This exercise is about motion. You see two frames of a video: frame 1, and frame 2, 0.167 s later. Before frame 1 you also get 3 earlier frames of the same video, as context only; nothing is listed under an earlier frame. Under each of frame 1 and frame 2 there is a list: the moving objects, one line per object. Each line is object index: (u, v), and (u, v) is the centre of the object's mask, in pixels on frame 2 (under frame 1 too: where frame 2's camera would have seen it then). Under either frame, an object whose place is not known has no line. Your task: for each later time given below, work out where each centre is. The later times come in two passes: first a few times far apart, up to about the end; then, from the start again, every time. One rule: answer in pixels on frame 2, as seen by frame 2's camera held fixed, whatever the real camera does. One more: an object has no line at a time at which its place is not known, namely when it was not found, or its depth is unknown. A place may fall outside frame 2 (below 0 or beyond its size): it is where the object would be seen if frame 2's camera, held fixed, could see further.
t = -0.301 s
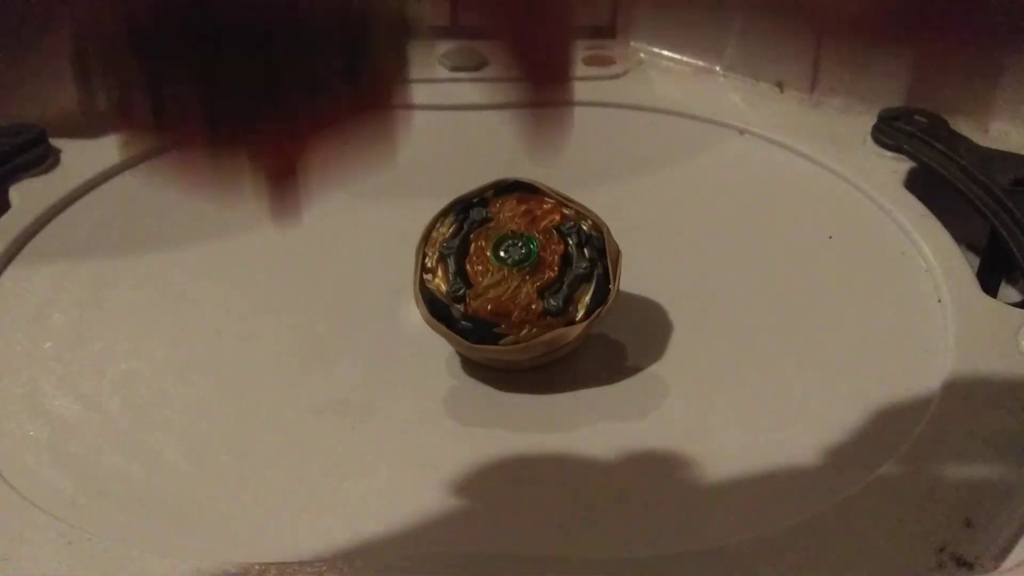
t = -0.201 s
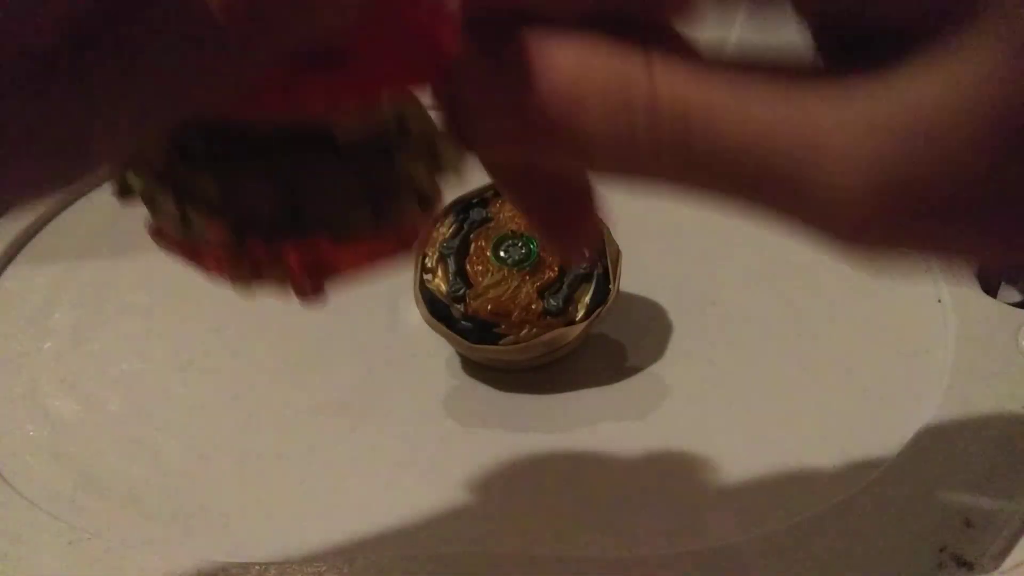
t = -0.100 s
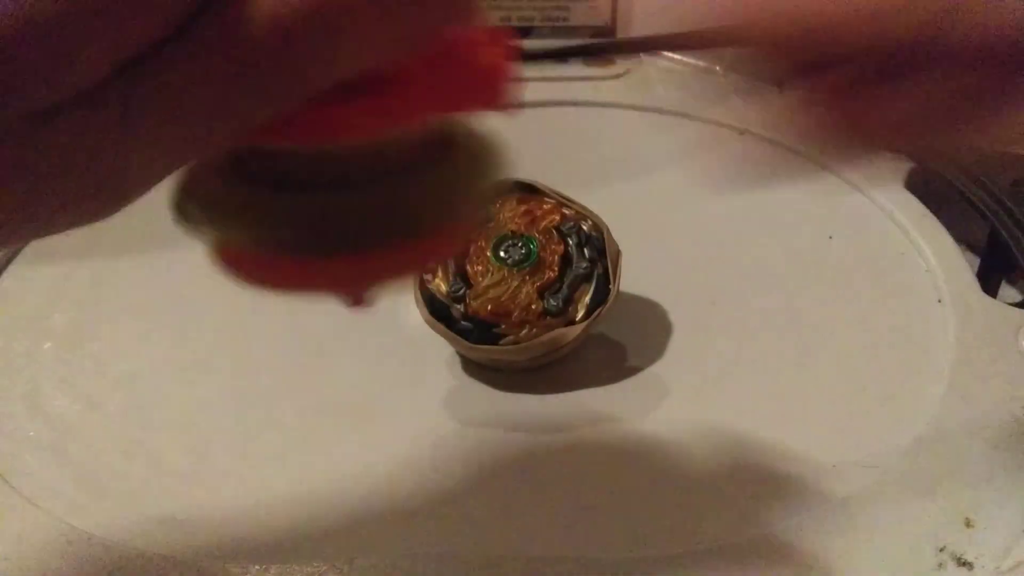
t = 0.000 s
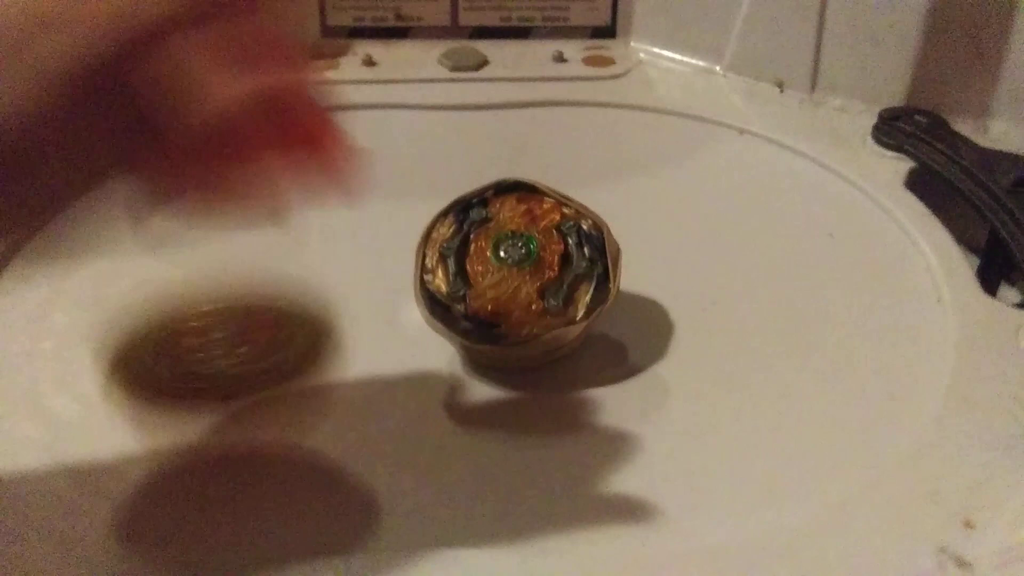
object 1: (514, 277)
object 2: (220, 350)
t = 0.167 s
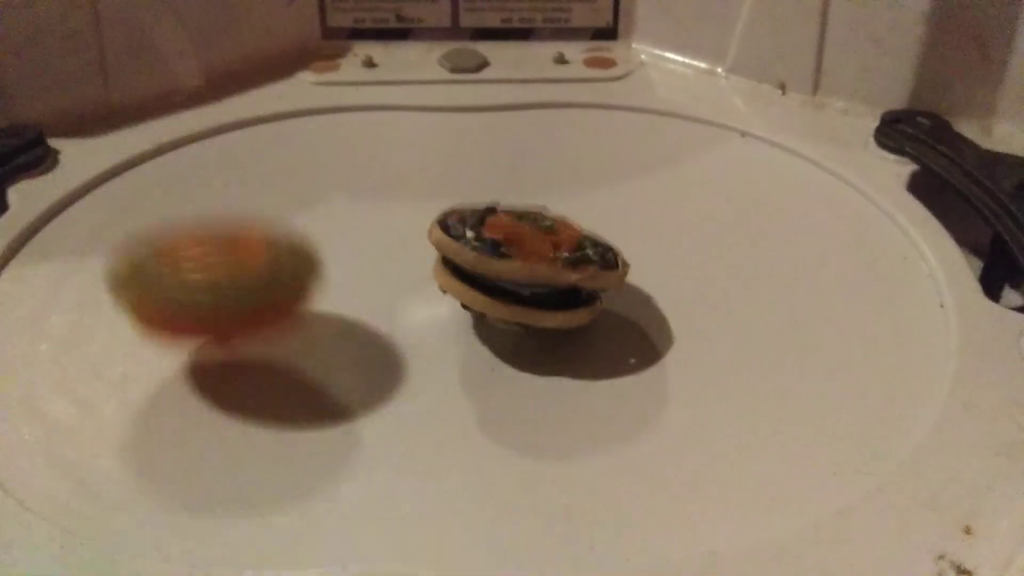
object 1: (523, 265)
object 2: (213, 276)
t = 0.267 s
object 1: (527, 268)
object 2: (197, 275)
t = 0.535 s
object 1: (527, 275)
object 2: (108, 352)
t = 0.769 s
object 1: (531, 271)
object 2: (336, 346)
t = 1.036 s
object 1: (662, 267)
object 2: (237, 222)
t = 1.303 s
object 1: (612, 257)
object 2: (103, 247)
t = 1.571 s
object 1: (528, 268)
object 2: (288, 292)
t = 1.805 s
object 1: (565, 281)
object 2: (325, 188)
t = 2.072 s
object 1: (530, 295)
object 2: (255, 154)
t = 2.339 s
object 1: (522, 292)
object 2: (318, 196)
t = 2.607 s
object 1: (500, 308)
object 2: (518, 167)
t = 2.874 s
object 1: (501, 302)
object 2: (581, 125)
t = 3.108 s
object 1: (503, 278)
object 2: (584, 141)
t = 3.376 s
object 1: (504, 282)
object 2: (659, 187)
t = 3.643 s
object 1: (512, 282)
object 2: (748, 203)
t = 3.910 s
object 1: (493, 289)
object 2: (744, 225)
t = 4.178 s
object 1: (513, 266)
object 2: (758, 311)
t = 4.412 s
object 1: (525, 261)
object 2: (838, 321)
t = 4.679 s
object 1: (522, 258)
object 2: (722, 312)
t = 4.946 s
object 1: (518, 247)
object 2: (561, 393)
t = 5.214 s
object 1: (516, 257)
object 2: (619, 425)
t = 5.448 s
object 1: (518, 238)
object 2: (555, 354)
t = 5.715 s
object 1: (557, 228)
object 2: (368, 378)
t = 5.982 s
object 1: (535, 239)
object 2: (272, 342)
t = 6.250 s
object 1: (526, 264)
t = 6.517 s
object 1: (501, 279)
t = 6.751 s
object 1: (523, 273)
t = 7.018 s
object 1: (527, 267)
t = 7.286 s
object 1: (522, 279)
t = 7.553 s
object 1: (478, 287)
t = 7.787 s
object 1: (519, 279)
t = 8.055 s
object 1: (520, 274)
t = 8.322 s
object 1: (509, 279)
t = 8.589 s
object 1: (510, 278)
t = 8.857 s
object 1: (512, 271)
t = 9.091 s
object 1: (566, 249)
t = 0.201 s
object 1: (525, 267)
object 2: (208, 263)
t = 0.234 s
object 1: (525, 269)
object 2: (207, 274)
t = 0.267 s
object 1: (527, 268)
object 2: (197, 275)
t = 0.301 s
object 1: (530, 272)
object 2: (185, 279)
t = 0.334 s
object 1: (532, 273)
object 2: (168, 283)
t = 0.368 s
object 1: (532, 274)
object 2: (148, 290)
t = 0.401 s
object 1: (530, 274)
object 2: (128, 300)
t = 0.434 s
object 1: (529, 275)
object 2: (114, 312)
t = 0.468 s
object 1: (527, 275)
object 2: (107, 325)
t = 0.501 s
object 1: (526, 275)
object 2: (105, 339)
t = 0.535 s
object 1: (527, 275)
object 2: (108, 352)
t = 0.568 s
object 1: (529, 275)
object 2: (117, 362)
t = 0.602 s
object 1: (529, 274)
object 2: (138, 370)
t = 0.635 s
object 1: (530, 274)
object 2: (169, 374)
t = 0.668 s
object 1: (530, 274)
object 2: (208, 374)
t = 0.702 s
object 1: (531, 273)
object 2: (250, 369)
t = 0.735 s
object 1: (532, 272)
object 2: (297, 359)
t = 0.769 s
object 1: (531, 271)
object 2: (336, 346)
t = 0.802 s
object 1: (534, 270)
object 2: (361, 329)
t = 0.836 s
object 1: (573, 263)
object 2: (343, 308)
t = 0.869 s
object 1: (600, 262)
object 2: (327, 290)
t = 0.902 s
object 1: (620, 261)
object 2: (311, 273)
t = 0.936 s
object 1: (639, 266)
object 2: (295, 257)
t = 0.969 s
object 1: (653, 267)
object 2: (277, 243)
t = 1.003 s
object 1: (660, 267)
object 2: (259, 232)
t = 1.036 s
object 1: (662, 267)
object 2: (237, 222)
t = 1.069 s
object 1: (659, 269)
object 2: (215, 216)
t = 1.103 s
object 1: (654, 269)
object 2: (193, 214)
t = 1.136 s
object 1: (647, 265)
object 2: (171, 213)
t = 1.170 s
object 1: (640, 258)
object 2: (151, 215)
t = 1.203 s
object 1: (633, 256)
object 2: (134, 221)
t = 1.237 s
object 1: (624, 257)
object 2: (119, 228)
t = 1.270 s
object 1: (617, 256)
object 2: (108, 238)
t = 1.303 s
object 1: (612, 257)
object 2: (103, 247)
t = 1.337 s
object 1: (607, 260)
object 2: (102, 257)
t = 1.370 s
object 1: (601, 263)
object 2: (107, 267)
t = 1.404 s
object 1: (591, 266)
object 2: (121, 277)
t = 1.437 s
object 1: (580, 266)
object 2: (142, 285)
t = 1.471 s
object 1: (567, 267)
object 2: (170, 290)
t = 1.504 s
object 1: (555, 268)
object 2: (205, 294)
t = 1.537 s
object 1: (541, 270)
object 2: (245, 294)
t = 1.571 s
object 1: (528, 268)
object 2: (288, 292)
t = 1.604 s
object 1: (523, 268)
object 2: (321, 281)
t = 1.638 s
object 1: (537, 273)
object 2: (327, 264)
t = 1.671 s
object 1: (552, 279)
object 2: (327, 246)
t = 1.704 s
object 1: (559, 283)
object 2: (328, 229)
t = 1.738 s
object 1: (563, 283)
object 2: (329, 213)
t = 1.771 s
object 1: (565, 282)
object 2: (328, 200)
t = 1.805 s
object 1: (565, 281)
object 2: (325, 188)
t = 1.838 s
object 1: (564, 281)
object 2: (320, 178)
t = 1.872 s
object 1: (561, 282)
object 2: (311, 168)
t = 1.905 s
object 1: (556, 283)
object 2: (300, 161)
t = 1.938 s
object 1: (550, 284)
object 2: (289, 155)
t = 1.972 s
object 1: (545, 286)
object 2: (279, 153)
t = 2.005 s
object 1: (543, 288)
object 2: (269, 152)
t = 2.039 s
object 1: (538, 290)
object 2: (261, 152)
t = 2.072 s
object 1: (530, 295)
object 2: (255, 154)
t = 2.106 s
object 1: (526, 296)
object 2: (250, 157)
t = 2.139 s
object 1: (526, 297)
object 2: (249, 162)
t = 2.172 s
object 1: (527, 297)
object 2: (251, 167)
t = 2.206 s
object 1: (527, 297)
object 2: (256, 173)
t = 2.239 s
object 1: (524, 296)
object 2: (266, 180)
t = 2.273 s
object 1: (524, 296)
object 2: (280, 186)
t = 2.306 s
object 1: (524, 294)
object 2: (298, 191)
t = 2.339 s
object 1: (522, 292)
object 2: (318, 196)
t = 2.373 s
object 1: (522, 291)
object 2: (340, 201)
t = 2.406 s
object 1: (523, 291)
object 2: (365, 203)
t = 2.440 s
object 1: (523, 290)
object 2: (386, 201)
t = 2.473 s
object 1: (525, 292)
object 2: (409, 197)
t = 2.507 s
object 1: (525, 295)
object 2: (434, 190)
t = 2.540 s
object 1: (515, 304)
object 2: (471, 179)
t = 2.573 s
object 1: (506, 306)
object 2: (497, 172)
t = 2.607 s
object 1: (500, 308)
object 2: (518, 167)
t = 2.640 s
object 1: (498, 310)
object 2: (535, 162)
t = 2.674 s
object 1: (496, 313)
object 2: (549, 154)
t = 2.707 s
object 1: (492, 313)
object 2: (561, 147)
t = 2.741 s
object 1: (492, 312)
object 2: (569, 141)
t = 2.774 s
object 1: (491, 310)
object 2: (575, 136)
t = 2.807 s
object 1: (495, 308)
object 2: (579, 131)
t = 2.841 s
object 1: (500, 304)
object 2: (581, 128)
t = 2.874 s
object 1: (501, 302)
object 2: (581, 125)
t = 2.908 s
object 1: (499, 300)
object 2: (581, 124)
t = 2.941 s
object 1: (496, 297)
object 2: (582, 124)
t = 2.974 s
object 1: (495, 290)
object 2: (581, 125)
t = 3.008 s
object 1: (496, 285)
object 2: (581, 128)
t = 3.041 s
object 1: (496, 282)
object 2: (581, 131)
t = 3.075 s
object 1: (499, 278)
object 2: (582, 136)
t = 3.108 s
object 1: (503, 278)
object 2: (584, 141)
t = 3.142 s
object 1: (510, 278)
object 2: (589, 146)
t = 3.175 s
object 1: (517, 279)
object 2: (594, 153)
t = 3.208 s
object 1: (516, 281)
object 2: (602, 161)
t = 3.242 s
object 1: (514, 283)
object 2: (610, 166)
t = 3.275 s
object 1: (512, 281)
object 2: (621, 171)
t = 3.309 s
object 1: (510, 281)
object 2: (634, 176)
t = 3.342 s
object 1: (508, 282)
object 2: (647, 181)
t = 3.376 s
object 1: (504, 282)
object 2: (659, 187)
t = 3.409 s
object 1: (503, 281)
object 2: (672, 190)
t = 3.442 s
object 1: (506, 280)
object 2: (685, 193)
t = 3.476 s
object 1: (508, 281)
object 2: (698, 195)
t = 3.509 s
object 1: (508, 282)
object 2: (711, 198)
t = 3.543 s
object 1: (510, 282)
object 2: (722, 199)
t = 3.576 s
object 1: (510, 282)
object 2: (732, 201)
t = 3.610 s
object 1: (511, 282)
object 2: (741, 202)
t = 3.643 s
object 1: (512, 282)
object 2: (748, 203)
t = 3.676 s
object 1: (512, 282)
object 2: (753, 204)
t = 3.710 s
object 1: (509, 283)
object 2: (757, 205)
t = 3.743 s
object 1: (505, 283)
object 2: (758, 207)
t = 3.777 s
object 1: (501, 284)
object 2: (758, 209)
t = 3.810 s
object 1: (500, 285)
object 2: (756, 212)
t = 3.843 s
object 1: (498, 285)
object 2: (753, 215)
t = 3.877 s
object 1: (496, 287)
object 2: (749, 220)
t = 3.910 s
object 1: (493, 289)
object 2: (744, 225)
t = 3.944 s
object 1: (493, 290)
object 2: (737, 231)
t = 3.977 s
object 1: (493, 289)
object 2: (730, 238)
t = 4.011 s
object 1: (495, 287)
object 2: (722, 246)
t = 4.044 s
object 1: (501, 286)
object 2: (714, 254)
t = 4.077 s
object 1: (507, 282)
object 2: (712, 268)
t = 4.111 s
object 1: (515, 276)
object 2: (717, 284)
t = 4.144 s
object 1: (514, 269)
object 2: (739, 301)
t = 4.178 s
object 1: (513, 266)
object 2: (758, 311)
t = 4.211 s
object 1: (518, 264)
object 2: (775, 319)
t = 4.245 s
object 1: (522, 262)
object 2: (791, 324)
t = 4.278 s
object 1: (523, 261)
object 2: (805, 326)
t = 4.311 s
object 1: (524, 262)
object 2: (816, 326)
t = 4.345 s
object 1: (524, 261)
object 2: (826, 325)
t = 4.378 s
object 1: (526, 260)
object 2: (833, 323)
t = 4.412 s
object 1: (525, 261)
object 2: (838, 321)
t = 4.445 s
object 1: (524, 260)
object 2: (837, 319)
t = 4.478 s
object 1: (523, 261)
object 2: (832, 316)
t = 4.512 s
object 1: (523, 261)
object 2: (825, 314)
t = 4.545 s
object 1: (522, 261)
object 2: (814, 312)
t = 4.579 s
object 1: (521, 260)
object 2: (797, 311)
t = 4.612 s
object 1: (521, 260)
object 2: (776, 310)
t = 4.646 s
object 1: (522, 259)
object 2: (751, 310)
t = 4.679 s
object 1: (522, 258)
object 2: (722, 312)
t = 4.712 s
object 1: (519, 255)
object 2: (692, 314)
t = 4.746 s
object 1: (513, 251)
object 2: (669, 319)
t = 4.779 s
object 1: (510, 245)
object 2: (649, 326)
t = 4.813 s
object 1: (510, 241)
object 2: (631, 337)
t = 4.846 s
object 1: (516, 237)
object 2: (603, 355)
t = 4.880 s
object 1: (520, 240)
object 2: (582, 369)
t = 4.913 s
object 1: (520, 244)
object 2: (568, 382)
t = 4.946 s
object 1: (518, 247)
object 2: (561, 393)
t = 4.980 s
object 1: (515, 248)
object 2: (560, 404)
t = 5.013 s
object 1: (514, 249)
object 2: (563, 413)
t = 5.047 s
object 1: (514, 251)
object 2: (570, 421)
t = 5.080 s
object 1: (514, 252)
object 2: (579, 427)
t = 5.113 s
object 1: (515, 253)
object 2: (590, 430)
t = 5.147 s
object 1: (515, 254)
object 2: (602, 431)
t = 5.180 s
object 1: (515, 255)
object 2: (612, 429)
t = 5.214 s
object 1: (516, 257)
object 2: (619, 425)
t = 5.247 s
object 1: (518, 258)
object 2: (623, 417)
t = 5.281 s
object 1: (519, 259)
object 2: (623, 409)
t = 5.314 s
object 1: (520, 257)
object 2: (618, 400)
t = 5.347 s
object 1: (521, 254)
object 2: (608, 389)
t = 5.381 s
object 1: (520, 250)
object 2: (597, 377)
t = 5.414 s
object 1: (517, 246)
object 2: (580, 364)
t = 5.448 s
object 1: (518, 238)
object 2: (555, 354)
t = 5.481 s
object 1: (526, 233)
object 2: (520, 361)
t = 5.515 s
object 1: (538, 233)
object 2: (478, 371)
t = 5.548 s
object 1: (546, 233)
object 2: (450, 378)
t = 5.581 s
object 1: (550, 228)
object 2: (428, 382)
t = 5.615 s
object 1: (552, 226)
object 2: (409, 384)
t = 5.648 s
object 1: (557, 225)
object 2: (394, 384)
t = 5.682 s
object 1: (558, 226)
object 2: (380, 382)
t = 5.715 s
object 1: (557, 228)
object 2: (368, 378)
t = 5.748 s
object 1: (555, 229)
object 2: (357, 375)
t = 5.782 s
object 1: (553, 231)
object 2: (345, 370)
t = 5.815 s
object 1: (551, 231)
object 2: (332, 365)
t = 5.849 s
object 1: (547, 233)
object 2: (319, 360)
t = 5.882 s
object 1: (544, 235)
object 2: (306, 355)
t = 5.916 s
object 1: (542, 236)
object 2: (294, 350)
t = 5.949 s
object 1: (539, 238)
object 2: (283, 346)
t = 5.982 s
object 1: (535, 239)
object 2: (272, 342)
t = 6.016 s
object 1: (532, 241)
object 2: (261, 337)
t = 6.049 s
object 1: (532, 243)
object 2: (251, 332)
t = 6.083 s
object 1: (531, 246)
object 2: (243, 327)
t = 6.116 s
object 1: (530, 249)
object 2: (234, 322)
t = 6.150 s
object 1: (529, 253)
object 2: (228, 316)
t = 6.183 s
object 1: (527, 256)
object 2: (224, 311)
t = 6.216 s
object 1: (526, 259)
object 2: (220, 306)
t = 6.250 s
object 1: (526, 264)
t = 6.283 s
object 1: (524, 269)
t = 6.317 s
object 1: (519, 273)
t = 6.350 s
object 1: (517, 276)
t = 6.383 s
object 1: (512, 277)
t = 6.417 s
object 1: (507, 278)
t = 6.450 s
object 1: (503, 279)
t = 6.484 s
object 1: (500, 279)
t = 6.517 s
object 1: (501, 279)
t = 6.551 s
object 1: (505, 279)
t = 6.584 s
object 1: (508, 278)
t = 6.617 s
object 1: (511, 278)
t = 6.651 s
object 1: (514, 277)
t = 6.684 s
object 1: (519, 276)
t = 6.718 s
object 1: (522, 275)
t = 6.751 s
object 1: (523, 273)
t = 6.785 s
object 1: (524, 272)
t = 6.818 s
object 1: (525, 271)
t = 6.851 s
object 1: (526, 270)
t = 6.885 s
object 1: (526, 269)
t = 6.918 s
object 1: (527, 268)
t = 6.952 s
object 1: (527, 268)
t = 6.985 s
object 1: (527, 268)
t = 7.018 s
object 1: (527, 267)
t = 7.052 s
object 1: (527, 267)
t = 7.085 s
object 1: (527, 267)
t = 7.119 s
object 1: (527, 267)
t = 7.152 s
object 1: (527, 268)
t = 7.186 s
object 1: (527, 268)
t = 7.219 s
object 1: (527, 269)
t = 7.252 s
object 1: (525, 273)
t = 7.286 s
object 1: (522, 279)
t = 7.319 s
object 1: (514, 285)
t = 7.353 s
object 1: (503, 286)
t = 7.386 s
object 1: (491, 287)
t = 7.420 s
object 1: (482, 287)
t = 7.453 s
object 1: (476, 286)
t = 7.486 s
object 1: (474, 286)
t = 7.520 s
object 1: (475, 286)
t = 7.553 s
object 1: (478, 287)
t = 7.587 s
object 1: (484, 288)
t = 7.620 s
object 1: (492, 288)
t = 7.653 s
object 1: (500, 287)
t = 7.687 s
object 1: (507, 286)
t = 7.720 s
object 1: (514, 285)
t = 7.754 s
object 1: (517, 282)
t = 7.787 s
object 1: (519, 279)
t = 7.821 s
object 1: (520, 276)
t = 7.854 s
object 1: (518, 272)
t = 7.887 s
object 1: (517, 269)
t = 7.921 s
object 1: (515, 269)
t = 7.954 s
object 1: (515, 269)
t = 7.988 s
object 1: (517, 270)
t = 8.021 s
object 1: (520, 272)
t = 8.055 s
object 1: (520, 274)
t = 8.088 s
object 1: (520, 276)
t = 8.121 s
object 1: (520, 278)
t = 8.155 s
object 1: (521, 280)
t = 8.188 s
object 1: (518, 280)
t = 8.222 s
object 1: (512, 280)
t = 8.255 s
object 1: (510, 280)
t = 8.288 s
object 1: (509, 280)
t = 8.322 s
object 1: (509, 279)
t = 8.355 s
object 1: (509, 280)
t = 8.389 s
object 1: (508, 279)
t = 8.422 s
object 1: (509, 277)
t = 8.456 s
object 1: (510, 277)
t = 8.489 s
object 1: (511, 277)
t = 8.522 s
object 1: (511, 278)
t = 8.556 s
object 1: (510, 278)
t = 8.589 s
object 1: (510, 278)
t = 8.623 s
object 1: (509, 278)
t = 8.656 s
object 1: (507, 278)
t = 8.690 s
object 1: (506, 277)
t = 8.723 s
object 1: (504, 276)
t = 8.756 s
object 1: (505, 273)
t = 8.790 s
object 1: (506, 272)
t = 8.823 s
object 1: (511, 271)
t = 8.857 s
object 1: (512, 271)
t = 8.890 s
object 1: (517, 266)
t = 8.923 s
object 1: (527, 263)
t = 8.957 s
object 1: (536, 260)
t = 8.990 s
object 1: (544, 258)
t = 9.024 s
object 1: (553, 255)
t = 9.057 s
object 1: (560, 251)
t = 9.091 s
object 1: (566, 249)
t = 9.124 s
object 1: (570, 248)
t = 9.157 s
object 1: (570, 247)
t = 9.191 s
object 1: (567, 244)
